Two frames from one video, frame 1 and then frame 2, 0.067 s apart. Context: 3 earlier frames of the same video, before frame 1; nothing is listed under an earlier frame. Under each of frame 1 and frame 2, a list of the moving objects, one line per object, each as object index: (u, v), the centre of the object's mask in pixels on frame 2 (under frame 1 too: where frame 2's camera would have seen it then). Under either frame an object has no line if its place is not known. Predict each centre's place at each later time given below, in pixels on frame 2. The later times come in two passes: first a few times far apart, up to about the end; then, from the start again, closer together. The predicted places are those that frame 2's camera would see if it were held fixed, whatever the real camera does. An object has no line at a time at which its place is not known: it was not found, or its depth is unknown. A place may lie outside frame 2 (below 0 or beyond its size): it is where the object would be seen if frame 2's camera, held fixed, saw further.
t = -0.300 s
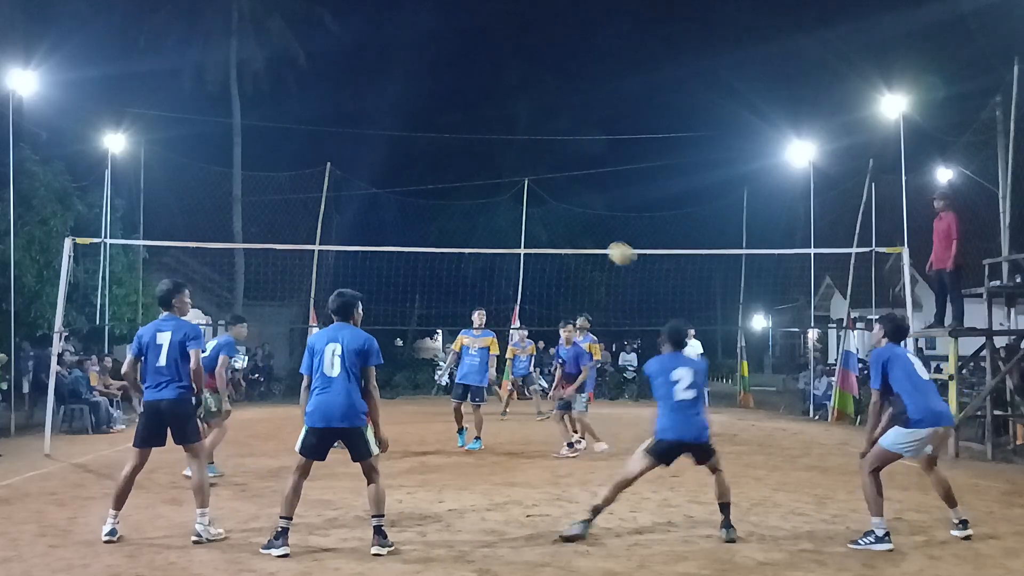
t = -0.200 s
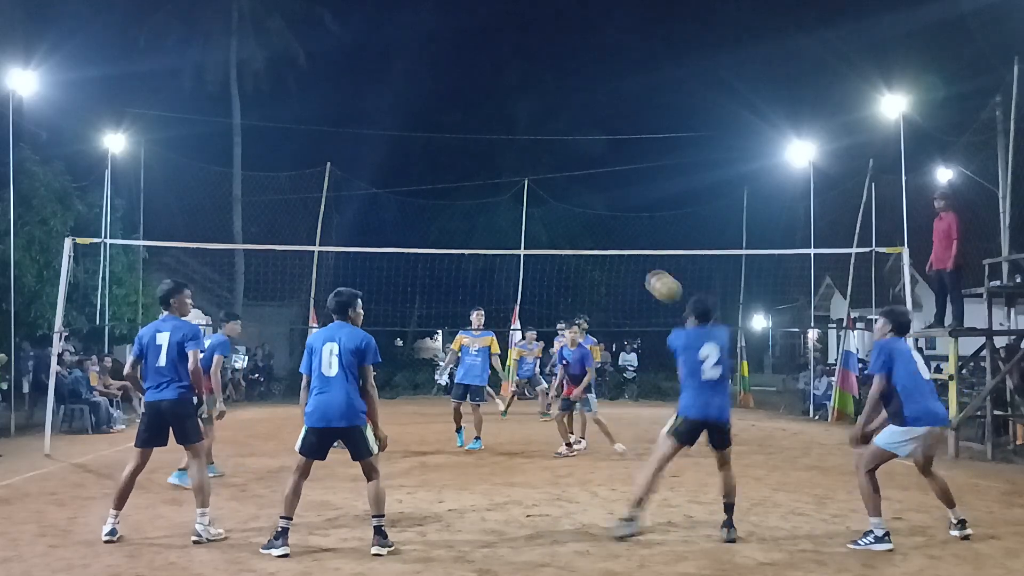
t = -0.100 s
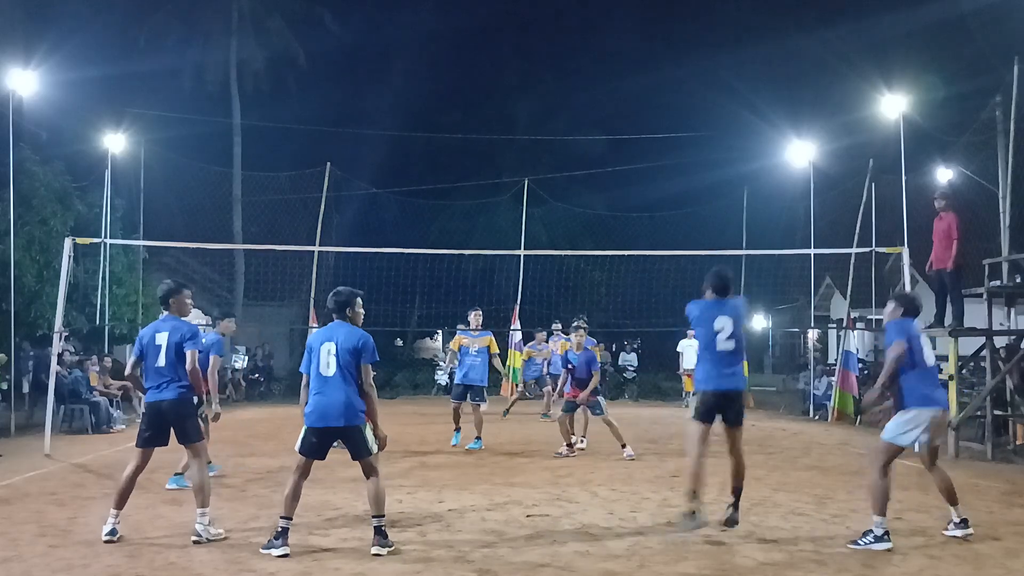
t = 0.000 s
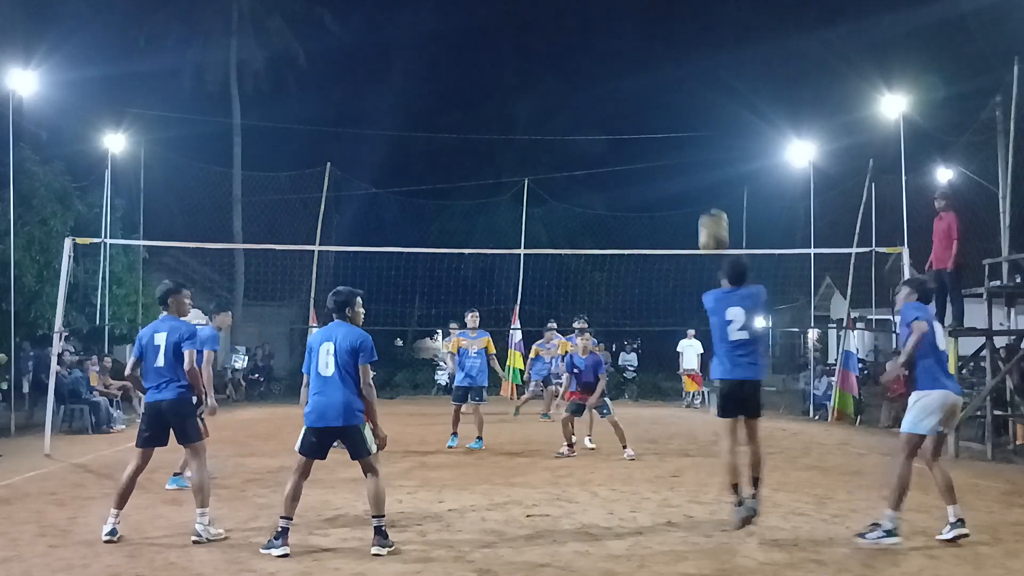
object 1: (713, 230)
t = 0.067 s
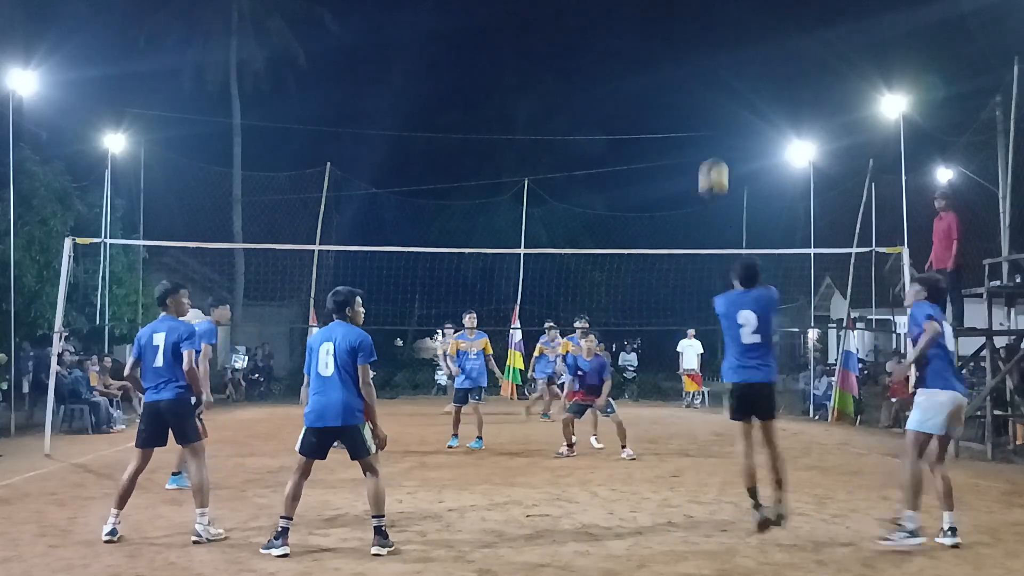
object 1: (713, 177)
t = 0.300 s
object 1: (714, 58)
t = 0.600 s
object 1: (714, 12)
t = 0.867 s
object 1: (715, 59)
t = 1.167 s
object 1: (715, 197)
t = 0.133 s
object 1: (713, 138)
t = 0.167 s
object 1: (713, 116)
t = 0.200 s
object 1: (714, 100)
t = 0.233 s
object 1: (713, 86)
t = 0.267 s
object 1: (714, 70)
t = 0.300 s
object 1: (714, 58)
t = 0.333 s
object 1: (714, 48)
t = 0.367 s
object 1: (714, 38)
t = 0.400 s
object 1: (714, 30)
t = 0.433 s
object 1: (714, 24)
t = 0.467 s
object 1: (714, 19)
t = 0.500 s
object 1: (714, 15)
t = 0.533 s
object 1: (714, 13)
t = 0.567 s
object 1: (714, 12)
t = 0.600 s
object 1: (714, 12)
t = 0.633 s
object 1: (714, 13)
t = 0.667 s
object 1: (715, 16)
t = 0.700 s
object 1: (714, 20)
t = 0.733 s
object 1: (715, 25)
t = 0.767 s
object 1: (715, 33)
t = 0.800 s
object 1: (715, 40)
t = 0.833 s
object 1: (715, 48)
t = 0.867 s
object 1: (715, 59)
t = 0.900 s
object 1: (715, 70)
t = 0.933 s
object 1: (715, 82)
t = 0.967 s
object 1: (715, 97)
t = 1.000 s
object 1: (715, 110)
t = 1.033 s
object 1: (715, 125)
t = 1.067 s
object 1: (715, 142)
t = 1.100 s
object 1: (715, 158)
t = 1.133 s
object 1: (715, 180)
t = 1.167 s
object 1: (715, 197)
